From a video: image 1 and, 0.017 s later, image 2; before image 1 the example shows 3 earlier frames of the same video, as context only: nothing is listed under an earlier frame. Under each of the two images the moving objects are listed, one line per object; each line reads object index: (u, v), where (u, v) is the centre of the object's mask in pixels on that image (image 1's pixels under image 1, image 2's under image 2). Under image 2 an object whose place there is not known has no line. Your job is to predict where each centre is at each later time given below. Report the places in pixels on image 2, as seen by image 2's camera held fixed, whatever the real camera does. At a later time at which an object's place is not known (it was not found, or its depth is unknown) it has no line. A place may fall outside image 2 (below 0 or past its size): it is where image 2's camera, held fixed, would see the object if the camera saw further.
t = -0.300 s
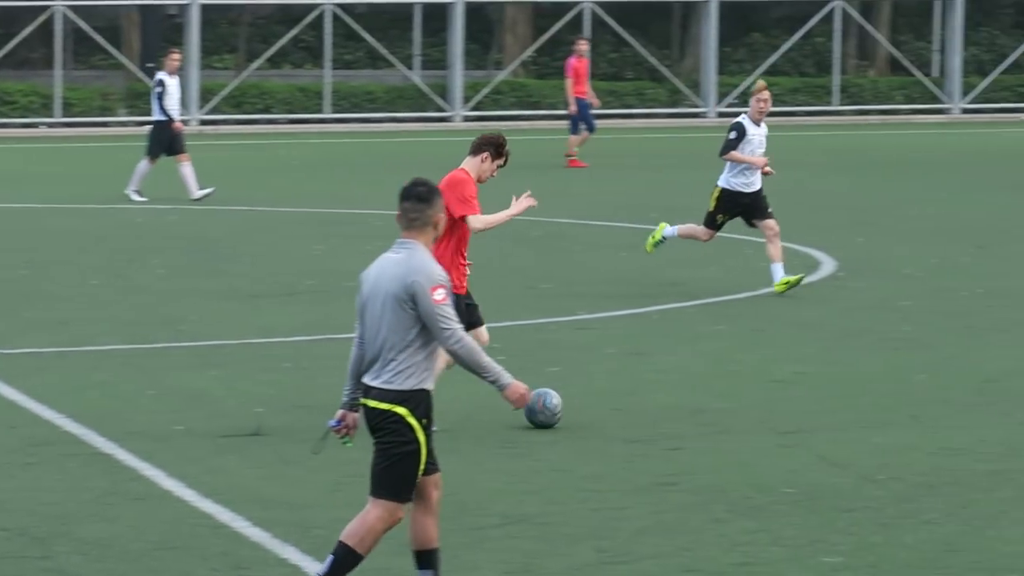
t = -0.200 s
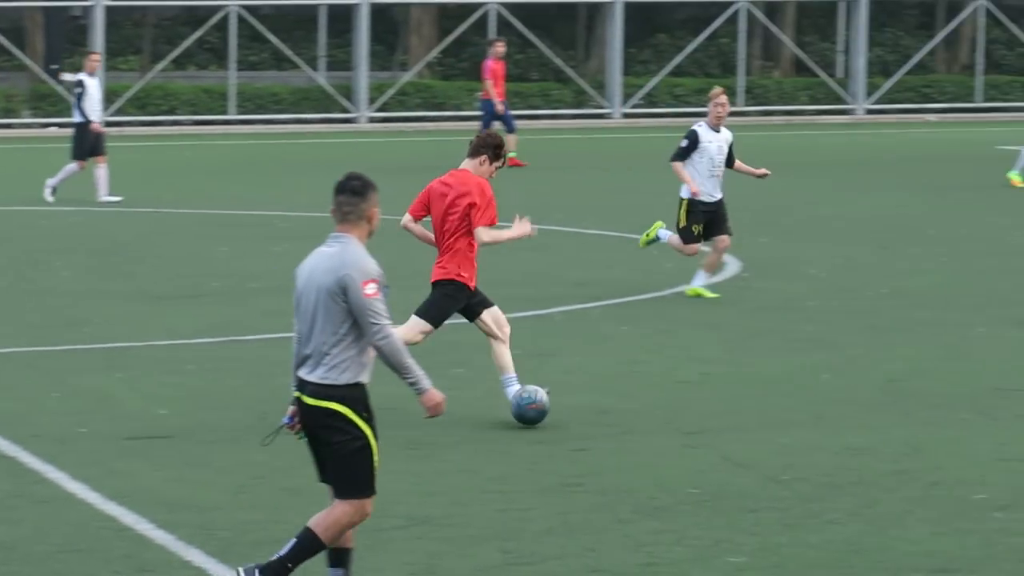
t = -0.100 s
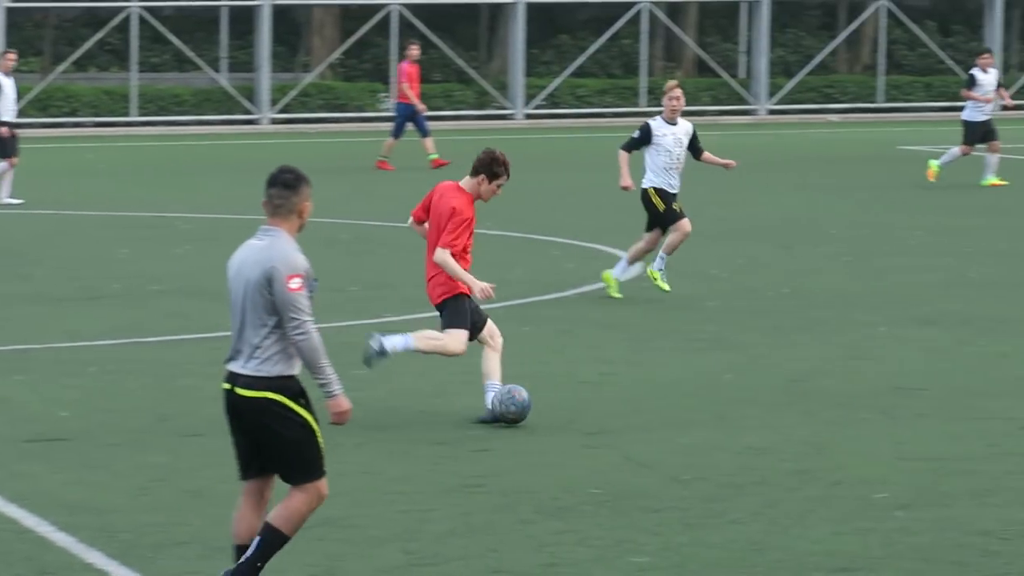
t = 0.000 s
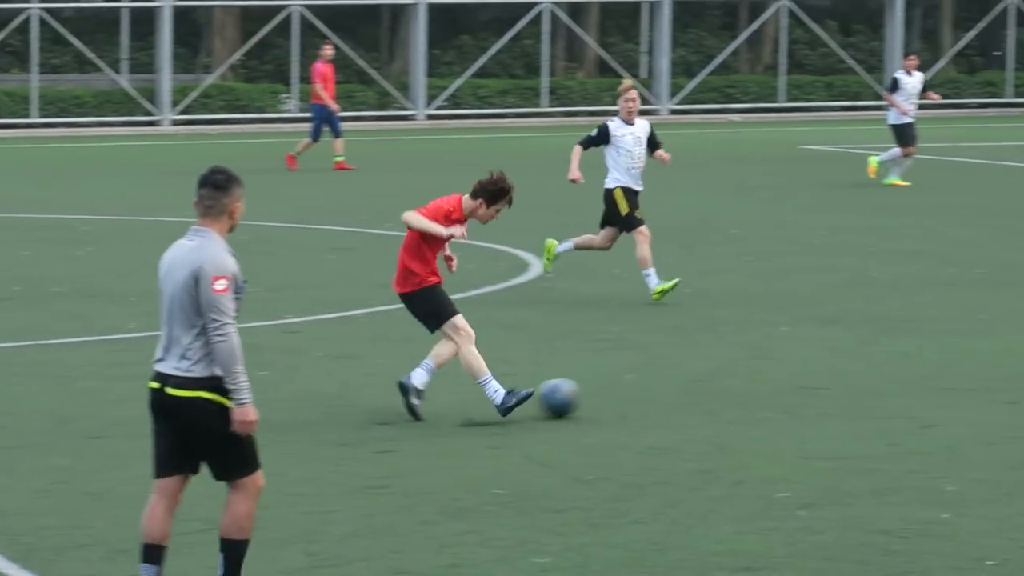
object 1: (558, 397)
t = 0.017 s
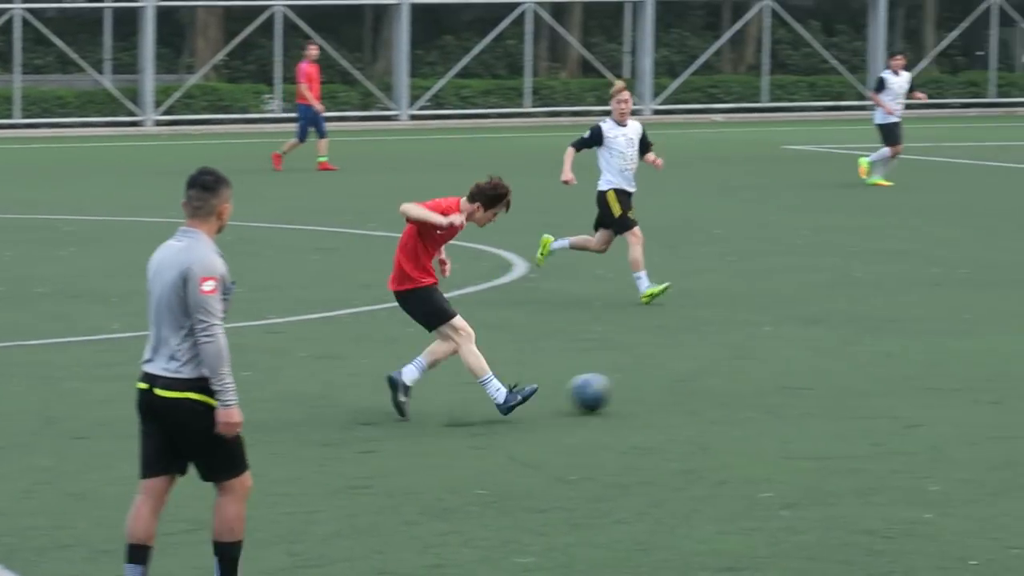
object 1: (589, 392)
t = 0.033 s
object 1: (636, 387)
